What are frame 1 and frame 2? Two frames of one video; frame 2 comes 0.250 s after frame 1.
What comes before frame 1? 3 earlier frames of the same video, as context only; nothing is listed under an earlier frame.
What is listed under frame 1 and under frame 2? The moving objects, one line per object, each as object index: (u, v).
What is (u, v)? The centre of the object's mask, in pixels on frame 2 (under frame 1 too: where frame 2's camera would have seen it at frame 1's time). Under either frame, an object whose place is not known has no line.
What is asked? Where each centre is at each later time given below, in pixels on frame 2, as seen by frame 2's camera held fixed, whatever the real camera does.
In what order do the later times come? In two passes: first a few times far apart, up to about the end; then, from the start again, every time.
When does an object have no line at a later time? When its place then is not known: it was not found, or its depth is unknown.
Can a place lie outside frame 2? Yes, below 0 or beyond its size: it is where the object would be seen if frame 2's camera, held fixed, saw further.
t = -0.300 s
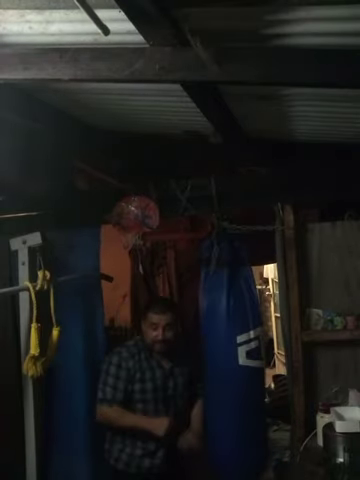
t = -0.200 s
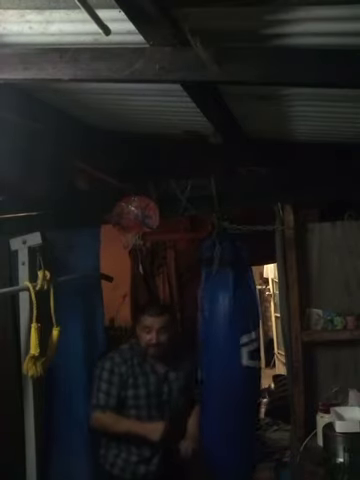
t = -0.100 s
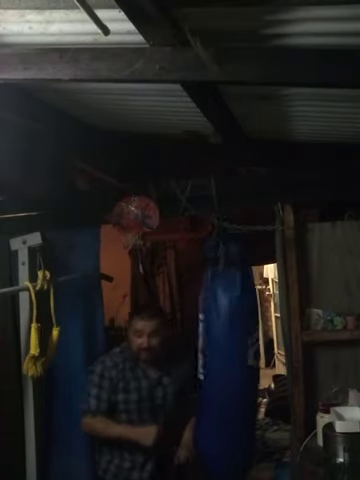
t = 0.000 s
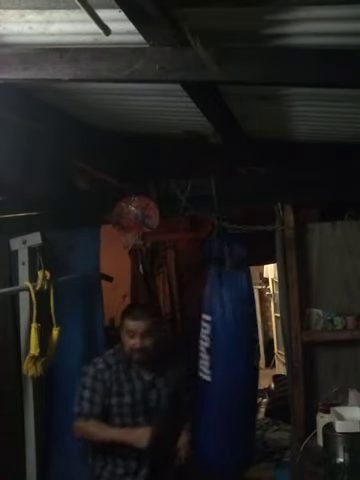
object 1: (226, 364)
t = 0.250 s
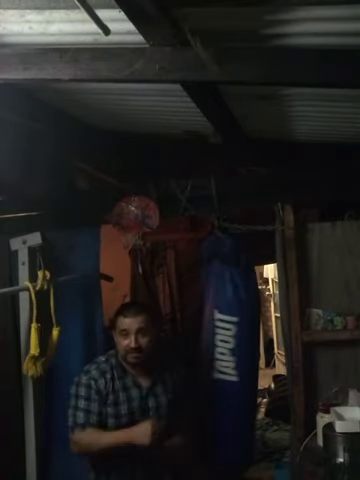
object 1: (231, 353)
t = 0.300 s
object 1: (229, 356)
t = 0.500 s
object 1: (231, 354)
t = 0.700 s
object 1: (232, 360)
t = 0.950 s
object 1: (237, 362)
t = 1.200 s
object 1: (237, 363)
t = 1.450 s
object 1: (236, 362)
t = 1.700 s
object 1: (230, 360)
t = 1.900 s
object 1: (227, 361)
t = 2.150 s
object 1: (226, 360)
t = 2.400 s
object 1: (229, 357)
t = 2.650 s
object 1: (233, 359)
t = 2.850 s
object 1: (237, 359)
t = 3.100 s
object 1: (239, 361)
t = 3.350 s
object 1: (237, 361)
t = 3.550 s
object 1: (233, 362)
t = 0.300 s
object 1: (229, 356)
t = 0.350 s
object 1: (229, 358)
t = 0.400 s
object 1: (229, 357)
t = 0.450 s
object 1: (230, 356)
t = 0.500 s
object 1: (231, 354)
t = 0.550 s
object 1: (232, 354)
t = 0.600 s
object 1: (232, 355)
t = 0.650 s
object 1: (232, 357)
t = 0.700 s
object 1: (232, 360)
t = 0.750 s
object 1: (232, 363)
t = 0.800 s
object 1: (232, 366)
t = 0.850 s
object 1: (233, 368)
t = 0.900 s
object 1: (237, 362)
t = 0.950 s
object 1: (237, 362)
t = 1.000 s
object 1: (238, 362)
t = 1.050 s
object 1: (237, 362)
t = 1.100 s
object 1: (237, 362)
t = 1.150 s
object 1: (237, 362)
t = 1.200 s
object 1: (237, 363)
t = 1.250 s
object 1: (237, 363)
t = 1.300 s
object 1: (237, 363)
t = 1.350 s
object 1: (236, 363)
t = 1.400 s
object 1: (236, 362)
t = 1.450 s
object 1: (236, 362)
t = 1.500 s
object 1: (235, 361)
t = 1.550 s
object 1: (233, 360)
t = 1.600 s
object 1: (232, 359)
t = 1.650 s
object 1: (231, 358)
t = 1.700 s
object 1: (230, 360)
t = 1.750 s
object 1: (229, 360)
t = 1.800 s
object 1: (229, 360)
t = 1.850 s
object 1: (228, 361)
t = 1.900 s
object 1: (227, 361)
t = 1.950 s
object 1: (227, 361)
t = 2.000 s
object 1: (227, 361)
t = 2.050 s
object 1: (226, 361)
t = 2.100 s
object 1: (226, 361)
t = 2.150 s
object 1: (226, 360)
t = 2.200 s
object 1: (226, 360)
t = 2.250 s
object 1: (227, 360)
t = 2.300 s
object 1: (227, 360)
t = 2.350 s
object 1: (228, 359)
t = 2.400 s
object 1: (229, 357)
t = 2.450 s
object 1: (230, 358)
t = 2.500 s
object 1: (231, 358)
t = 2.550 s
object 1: (232, 358)
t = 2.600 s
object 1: (233, 358)
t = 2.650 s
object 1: (233, 359)
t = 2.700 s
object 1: (234, 359)
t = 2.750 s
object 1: (235, 358)
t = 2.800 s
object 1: (236, 358)
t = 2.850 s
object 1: (237, 359)
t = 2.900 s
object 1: (238, 360)
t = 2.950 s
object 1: (238, 360)
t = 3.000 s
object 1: (239, 360)
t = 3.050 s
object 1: (239, 361)
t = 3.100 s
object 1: (239, 361)
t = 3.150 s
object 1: (239, 361)
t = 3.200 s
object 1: (239, 361)
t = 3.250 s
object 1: (239, 362)
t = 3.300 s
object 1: (238, 361)
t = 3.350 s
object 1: (237, 361)
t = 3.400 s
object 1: (236, 361)
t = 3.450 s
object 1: (235, 361)
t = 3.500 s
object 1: (235, 362)
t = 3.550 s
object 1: (233, 362)
